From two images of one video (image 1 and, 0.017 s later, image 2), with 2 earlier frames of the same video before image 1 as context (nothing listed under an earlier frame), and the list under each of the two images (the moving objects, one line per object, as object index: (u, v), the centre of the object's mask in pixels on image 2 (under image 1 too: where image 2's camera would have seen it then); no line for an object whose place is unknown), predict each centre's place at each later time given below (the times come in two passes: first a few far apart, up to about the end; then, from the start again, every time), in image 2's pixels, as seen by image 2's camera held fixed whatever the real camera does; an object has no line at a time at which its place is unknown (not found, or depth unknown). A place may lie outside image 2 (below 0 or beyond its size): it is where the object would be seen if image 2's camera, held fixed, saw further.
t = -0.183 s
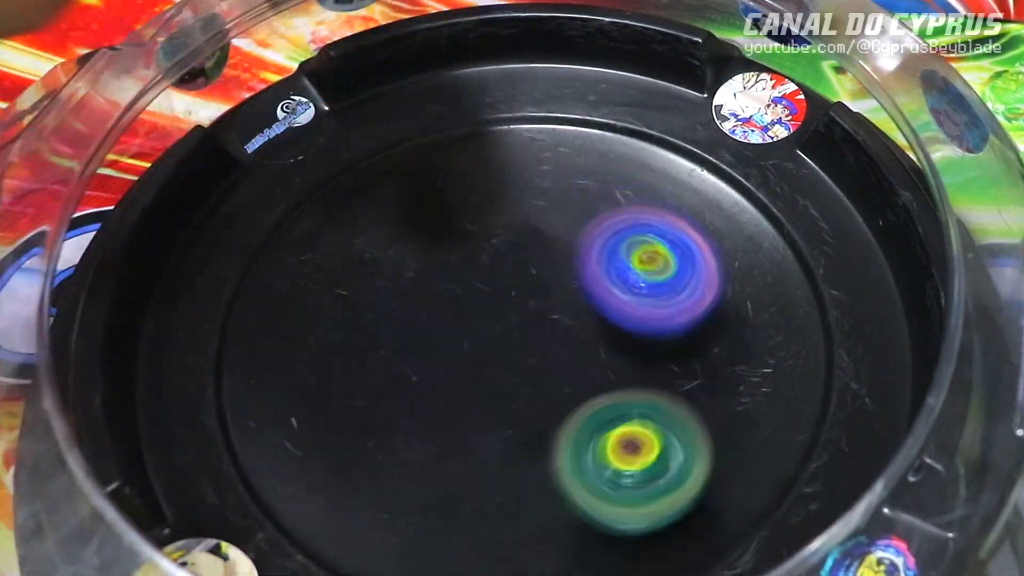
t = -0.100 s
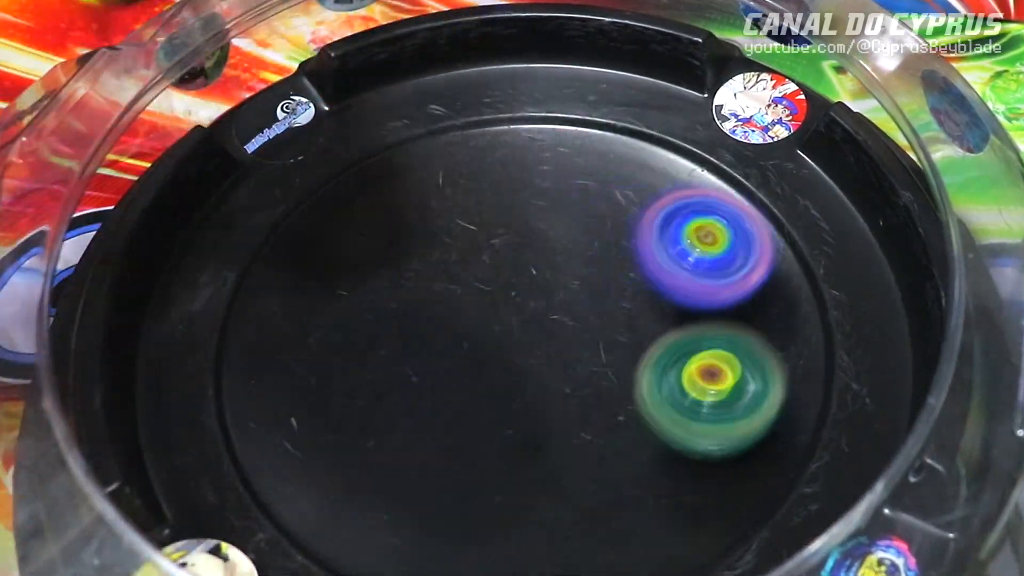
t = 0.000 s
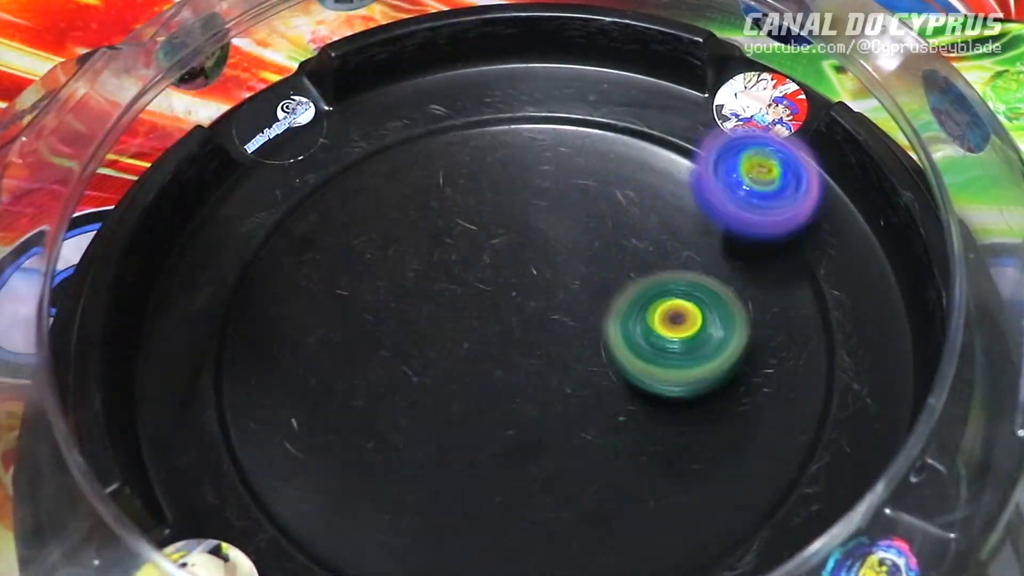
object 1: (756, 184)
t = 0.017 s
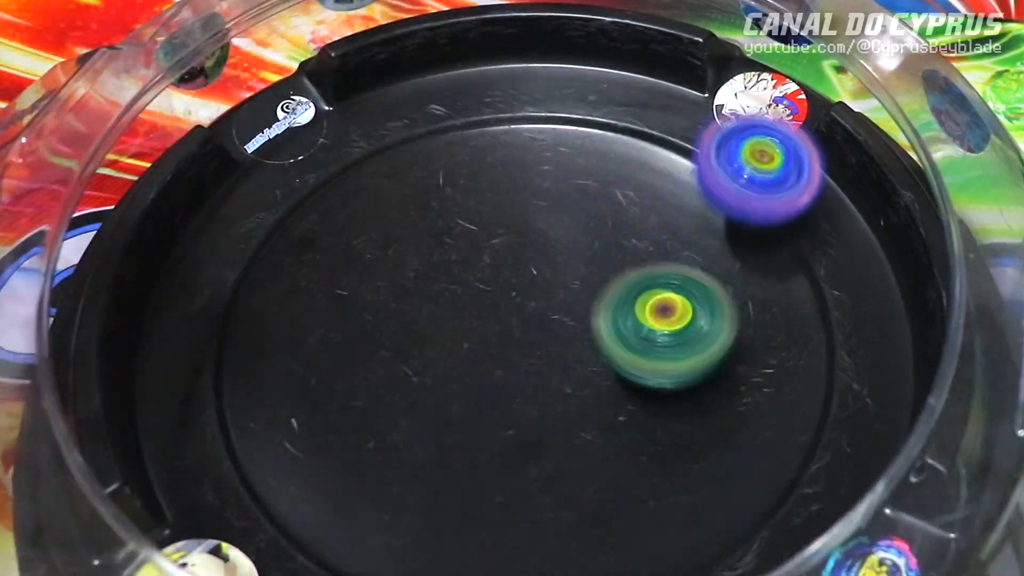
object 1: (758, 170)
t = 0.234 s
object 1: (590, 196)
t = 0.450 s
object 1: (575, 239)
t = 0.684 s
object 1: (569, 309)
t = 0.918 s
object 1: (605, 341)
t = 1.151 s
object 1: (643, 313)
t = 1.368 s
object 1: (607, 269)
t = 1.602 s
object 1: (537, 252)
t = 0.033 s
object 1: (759, 161)
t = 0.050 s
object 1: (758, 157)
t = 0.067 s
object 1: (745, 153)
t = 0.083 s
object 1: (729, 154)
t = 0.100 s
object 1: (714, 159)
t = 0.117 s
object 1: (698, 168)
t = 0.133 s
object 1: (679, 170)
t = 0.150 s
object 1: (659, 175)
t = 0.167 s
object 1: (636, 184)
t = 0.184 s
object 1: (615, 187)
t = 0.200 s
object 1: (592, 190)
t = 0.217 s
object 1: (589, 191)
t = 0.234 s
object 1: (590, 196)
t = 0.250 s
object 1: (591, 198)
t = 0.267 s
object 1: (591, 200)
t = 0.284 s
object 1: (591, 202)
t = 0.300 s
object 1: (590, 201)
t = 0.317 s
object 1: (589, 206)
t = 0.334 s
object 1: (588, 208)
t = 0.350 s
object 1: (587, 211)
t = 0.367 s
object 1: (585, 216)
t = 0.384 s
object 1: (583, 218)
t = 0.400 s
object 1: (581, 223)
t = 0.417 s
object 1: (579, 229)
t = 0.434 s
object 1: (577, 233)
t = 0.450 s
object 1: (575, 239)
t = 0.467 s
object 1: (574, 245)
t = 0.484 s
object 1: (574, 249)
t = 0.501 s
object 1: (572, 255)
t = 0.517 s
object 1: (571, 259)
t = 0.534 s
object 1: (571, 267)
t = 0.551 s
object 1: (570, 271)
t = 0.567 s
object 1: (570, 276)
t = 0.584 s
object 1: (564, 283)
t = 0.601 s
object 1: (565, 289)
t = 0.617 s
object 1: (566, 292)
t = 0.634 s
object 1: (566, 298)
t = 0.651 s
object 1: (567, 301)
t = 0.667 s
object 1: (568, 303)
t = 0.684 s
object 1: (569, 309)
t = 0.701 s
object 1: (571, 314)
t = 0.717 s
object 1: (573, 319)
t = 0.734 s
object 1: (575, 324)
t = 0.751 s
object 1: (577, 327)
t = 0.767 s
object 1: (581, 327)
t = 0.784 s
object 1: (585, 333)
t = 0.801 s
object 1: (587, 333)
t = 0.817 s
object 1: (590, 330)
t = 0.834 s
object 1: (593, 333)
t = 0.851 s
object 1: (602, 338)
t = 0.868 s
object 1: (598, 339)
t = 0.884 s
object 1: (600, 339)
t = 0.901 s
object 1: (602, 341)
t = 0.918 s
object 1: (605, 341)
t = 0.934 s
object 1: (613, 342)
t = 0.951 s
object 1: (612, 342)
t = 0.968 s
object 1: (614, 340)
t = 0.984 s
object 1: (616, 340)
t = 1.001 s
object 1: (618, 339)
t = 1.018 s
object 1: (620, 336)
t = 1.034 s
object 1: (626, 333)
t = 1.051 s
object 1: (628, 332)
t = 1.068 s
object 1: (632, 329)
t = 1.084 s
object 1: (632, 327)
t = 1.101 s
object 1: (634, 324)
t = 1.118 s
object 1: (637, 321)
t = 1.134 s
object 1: (639, 318)
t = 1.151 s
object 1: (643, 313)
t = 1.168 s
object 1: (648, 310)
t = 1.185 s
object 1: (652, 305)
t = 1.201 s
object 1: (656, 300)
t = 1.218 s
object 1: (660, 293)
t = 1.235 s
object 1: (663, 286)
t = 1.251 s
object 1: (663, 279)
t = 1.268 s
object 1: (660, 274)
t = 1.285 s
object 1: (653, 270)
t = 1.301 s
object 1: (647, 266)
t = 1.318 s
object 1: (639, 263)
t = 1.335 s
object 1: (630, 262)
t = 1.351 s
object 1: (620, 264)
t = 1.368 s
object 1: (607, 269)
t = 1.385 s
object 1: (596, 276)
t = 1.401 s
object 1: (594, 285)
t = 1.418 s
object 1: (588, 294)
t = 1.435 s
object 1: (578, 305)
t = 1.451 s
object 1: (577, 316)
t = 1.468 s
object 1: (577, 328)
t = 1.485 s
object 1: (579, 339)
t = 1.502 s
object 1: (582, 349)
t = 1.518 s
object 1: (592, 356)
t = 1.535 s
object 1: (589, 341)
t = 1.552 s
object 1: (579, 317)
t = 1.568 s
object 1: (566, 293)
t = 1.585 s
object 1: (552, 271)
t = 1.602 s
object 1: (537, 252)
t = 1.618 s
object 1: (521, 233)
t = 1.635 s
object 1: (504, 216)
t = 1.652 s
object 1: (487, 200)
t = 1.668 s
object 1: (470, 184)
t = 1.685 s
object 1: (451, 171)
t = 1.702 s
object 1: (433, 158)
